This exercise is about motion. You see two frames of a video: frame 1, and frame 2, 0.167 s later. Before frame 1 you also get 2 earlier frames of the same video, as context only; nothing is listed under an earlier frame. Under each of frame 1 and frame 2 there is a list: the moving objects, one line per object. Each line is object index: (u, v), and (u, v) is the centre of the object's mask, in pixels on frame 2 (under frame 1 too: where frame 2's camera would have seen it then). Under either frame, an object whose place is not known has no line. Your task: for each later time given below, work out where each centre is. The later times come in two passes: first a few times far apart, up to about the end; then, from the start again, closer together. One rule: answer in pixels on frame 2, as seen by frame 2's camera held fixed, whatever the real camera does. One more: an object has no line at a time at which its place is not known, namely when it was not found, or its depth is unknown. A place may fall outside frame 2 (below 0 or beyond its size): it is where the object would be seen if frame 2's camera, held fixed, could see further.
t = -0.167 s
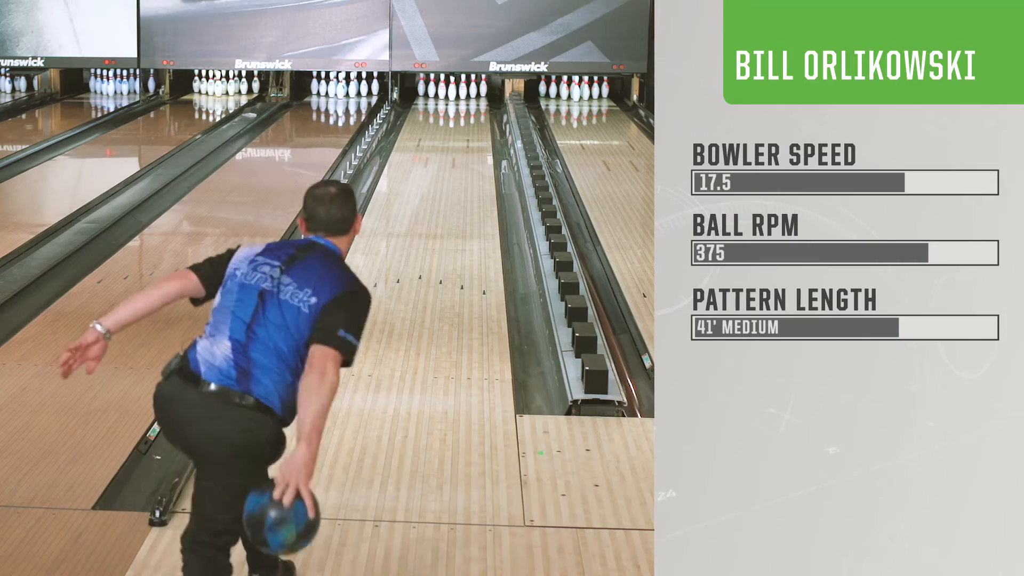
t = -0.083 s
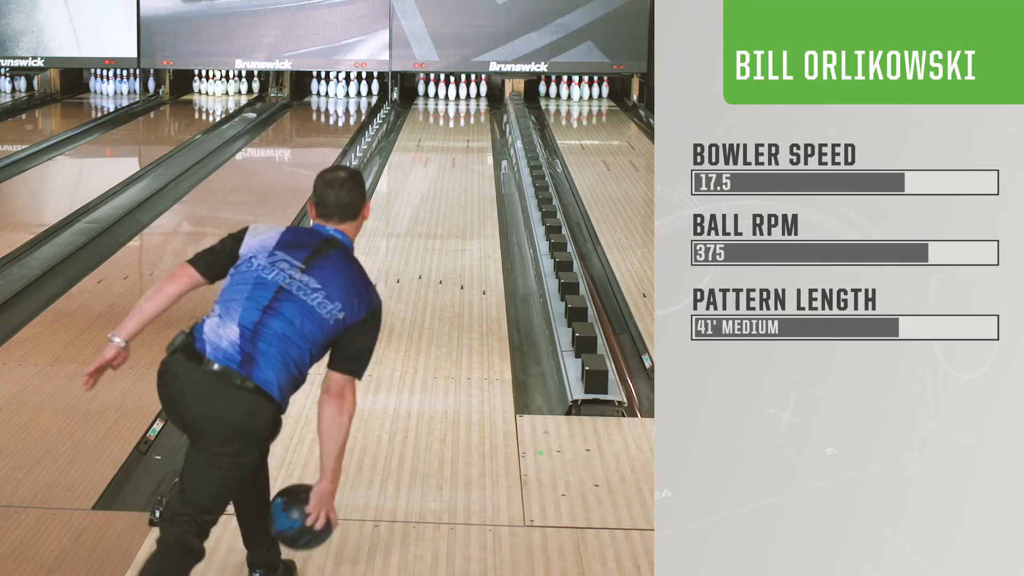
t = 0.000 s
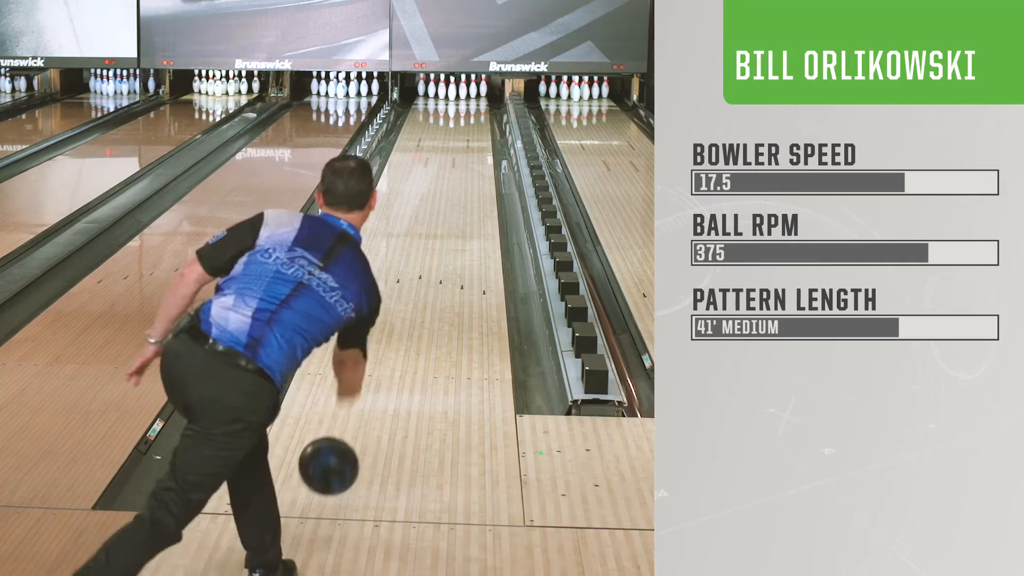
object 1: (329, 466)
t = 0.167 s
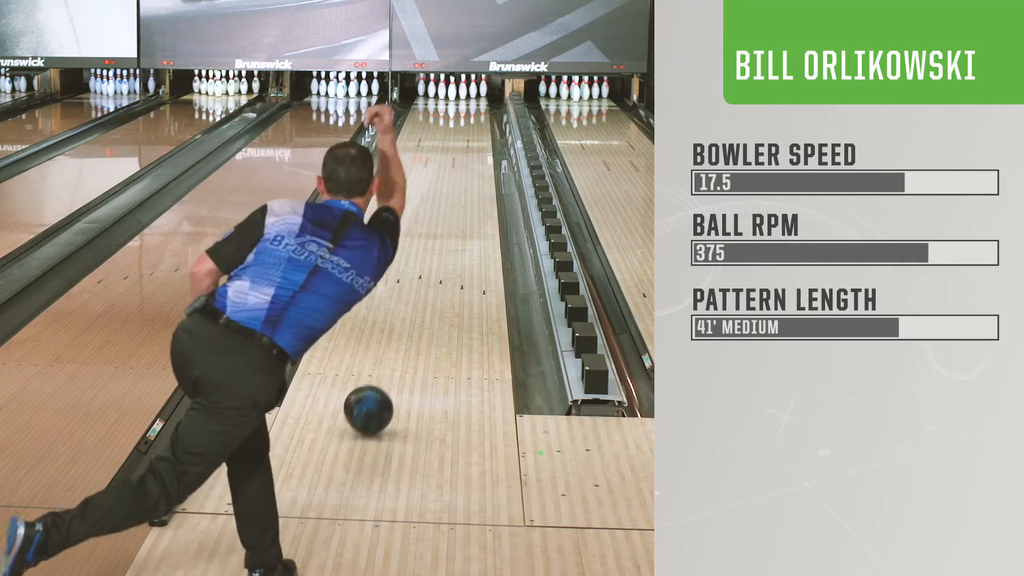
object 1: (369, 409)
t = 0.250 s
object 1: (383, 373)
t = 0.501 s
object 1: (416, 293)
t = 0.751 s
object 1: (437, 239)
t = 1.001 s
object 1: (451, 199)
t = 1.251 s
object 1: (461, 170)
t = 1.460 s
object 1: (467, 151)
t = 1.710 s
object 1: (472, 132)
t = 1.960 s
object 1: (473, 118)
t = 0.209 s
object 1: (376, 388)
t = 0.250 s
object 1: (383, 373)
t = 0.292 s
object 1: (390, 357)
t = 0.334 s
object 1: (396, 343)
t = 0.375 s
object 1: (401, 329)
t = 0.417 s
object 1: (407, 316)
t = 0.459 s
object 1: (411, 304)
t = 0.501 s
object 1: (416, 293)
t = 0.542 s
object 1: (421, 283)
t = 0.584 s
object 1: (426, 276)
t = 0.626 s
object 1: (429, 275)
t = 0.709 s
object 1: (434, 247)
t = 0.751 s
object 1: (437, 239)
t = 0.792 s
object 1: (440, 232)
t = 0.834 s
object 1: (442, 224)
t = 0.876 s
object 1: (445, 218)
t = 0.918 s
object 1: (447, 211)
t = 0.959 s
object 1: (449, 205)
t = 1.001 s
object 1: (451, 199)
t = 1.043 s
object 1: (453, 194)
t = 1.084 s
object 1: (455, 188)
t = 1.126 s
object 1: (457, 184)
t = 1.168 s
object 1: (458, 179)
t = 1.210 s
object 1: (460, 174)
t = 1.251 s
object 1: (461, 170)
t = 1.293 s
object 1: (463, 166)
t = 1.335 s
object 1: (464, 162)
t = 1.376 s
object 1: (465, 158)
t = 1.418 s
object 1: (466, 154)
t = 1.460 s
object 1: (467, 151)
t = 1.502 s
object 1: (468, 147)
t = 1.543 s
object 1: (469, 144)
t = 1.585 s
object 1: (470, 141)
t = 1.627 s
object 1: (471, 138)
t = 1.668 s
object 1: (471, 135)
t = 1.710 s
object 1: (472, 132)
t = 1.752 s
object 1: (472, 129)
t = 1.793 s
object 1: (473, 127)
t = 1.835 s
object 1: (473, 124)
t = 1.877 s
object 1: (473, 122)
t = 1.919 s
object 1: (473, 119)
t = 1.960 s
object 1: (473, 118)
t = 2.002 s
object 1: (472, 115)
